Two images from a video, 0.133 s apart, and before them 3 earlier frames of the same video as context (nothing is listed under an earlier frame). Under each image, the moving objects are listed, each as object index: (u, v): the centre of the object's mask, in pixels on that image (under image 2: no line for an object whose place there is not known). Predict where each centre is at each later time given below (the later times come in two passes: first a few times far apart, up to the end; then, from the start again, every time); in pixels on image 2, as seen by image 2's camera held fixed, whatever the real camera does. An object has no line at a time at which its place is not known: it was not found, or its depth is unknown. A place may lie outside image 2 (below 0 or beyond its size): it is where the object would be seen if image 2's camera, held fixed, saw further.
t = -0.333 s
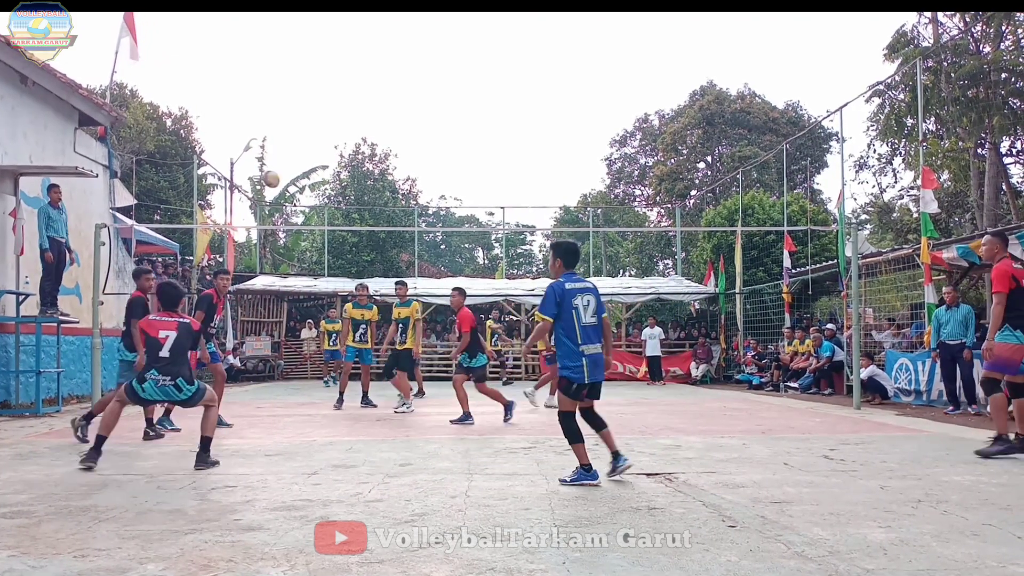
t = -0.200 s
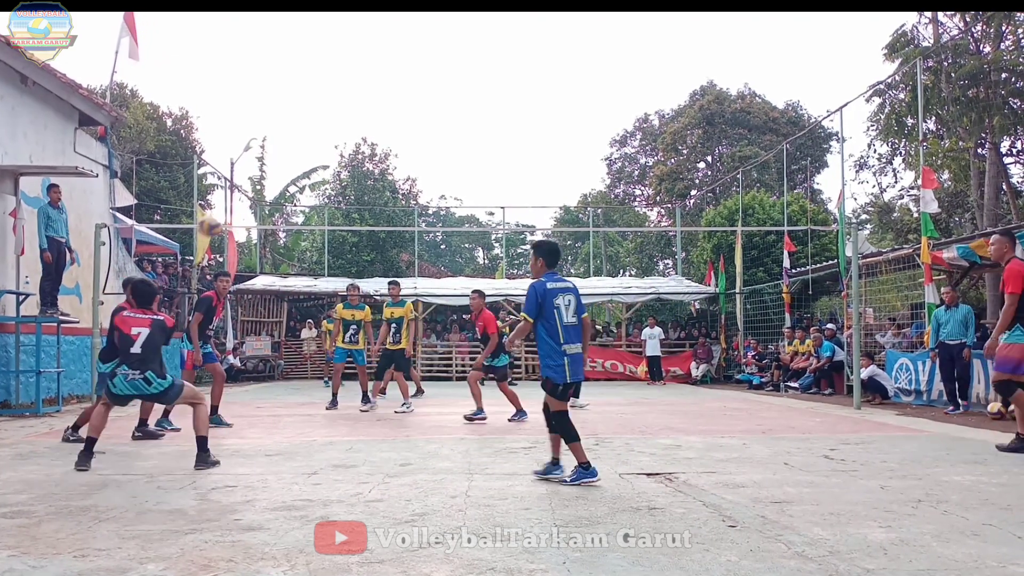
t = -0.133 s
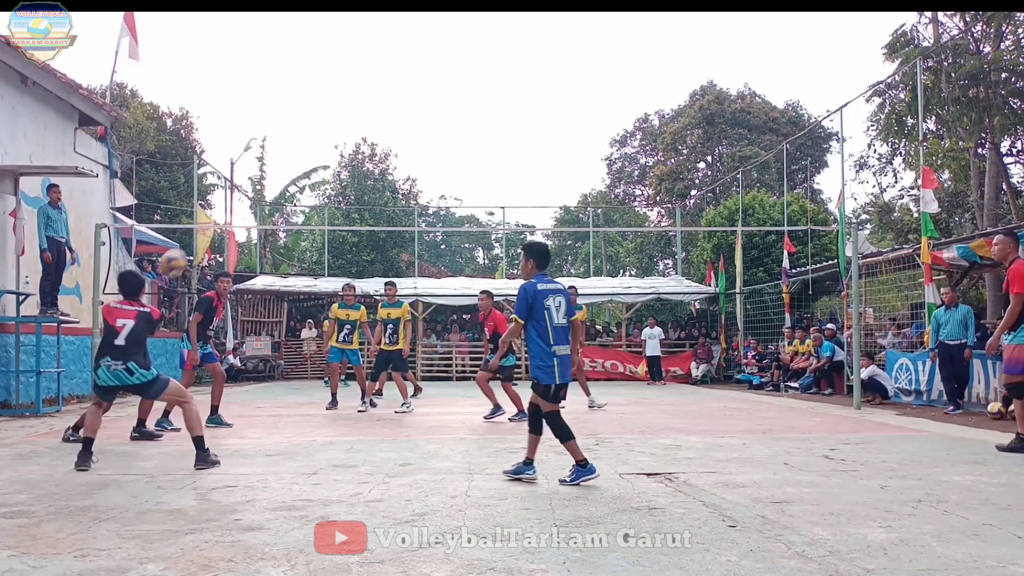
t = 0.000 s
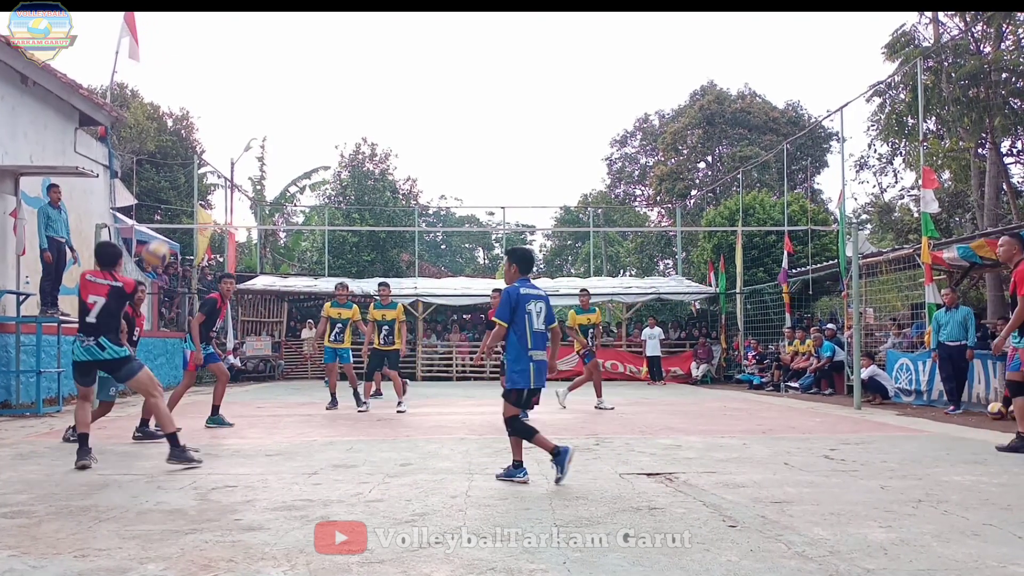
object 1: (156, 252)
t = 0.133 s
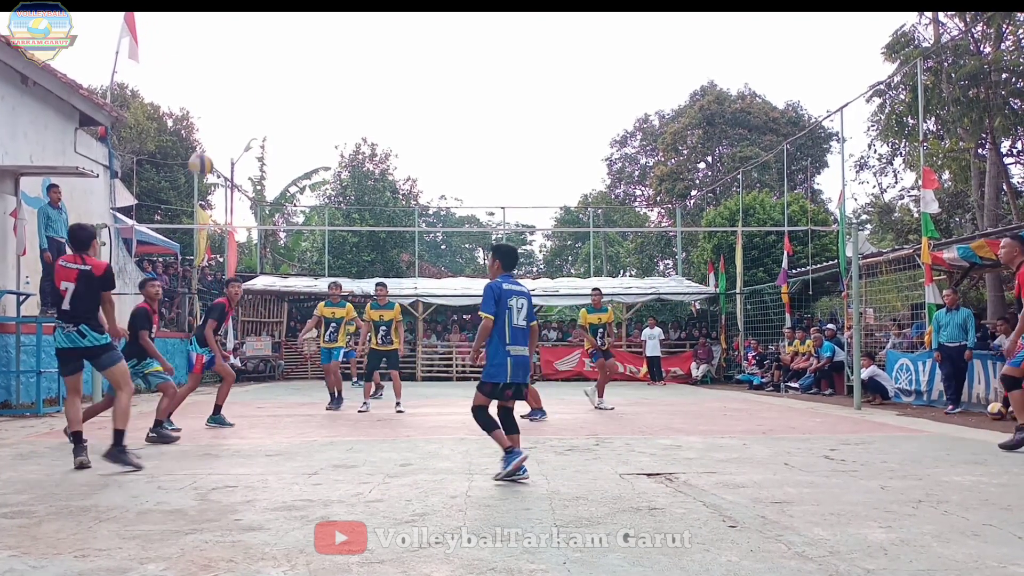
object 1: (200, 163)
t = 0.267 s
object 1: (242, 97)
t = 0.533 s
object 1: (314, 45)
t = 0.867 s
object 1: (388, 74)
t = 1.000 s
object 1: (414, 109)
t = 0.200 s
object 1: (221, 126)
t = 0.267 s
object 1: (242, 97)
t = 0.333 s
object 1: (262, 75)
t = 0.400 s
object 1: (280, 60)
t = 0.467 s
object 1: (297, 49)
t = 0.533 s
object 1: (314, 45)
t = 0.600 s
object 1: (329, 39)
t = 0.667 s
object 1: (346, 42)
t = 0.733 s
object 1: (360, 49)
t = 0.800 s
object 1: (374, 59)
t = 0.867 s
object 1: (388, 74)
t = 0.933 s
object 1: (401, 91)
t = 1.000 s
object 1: (414, 109)
